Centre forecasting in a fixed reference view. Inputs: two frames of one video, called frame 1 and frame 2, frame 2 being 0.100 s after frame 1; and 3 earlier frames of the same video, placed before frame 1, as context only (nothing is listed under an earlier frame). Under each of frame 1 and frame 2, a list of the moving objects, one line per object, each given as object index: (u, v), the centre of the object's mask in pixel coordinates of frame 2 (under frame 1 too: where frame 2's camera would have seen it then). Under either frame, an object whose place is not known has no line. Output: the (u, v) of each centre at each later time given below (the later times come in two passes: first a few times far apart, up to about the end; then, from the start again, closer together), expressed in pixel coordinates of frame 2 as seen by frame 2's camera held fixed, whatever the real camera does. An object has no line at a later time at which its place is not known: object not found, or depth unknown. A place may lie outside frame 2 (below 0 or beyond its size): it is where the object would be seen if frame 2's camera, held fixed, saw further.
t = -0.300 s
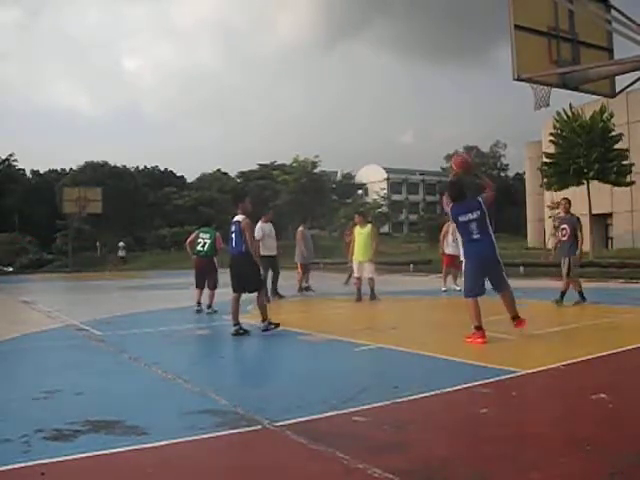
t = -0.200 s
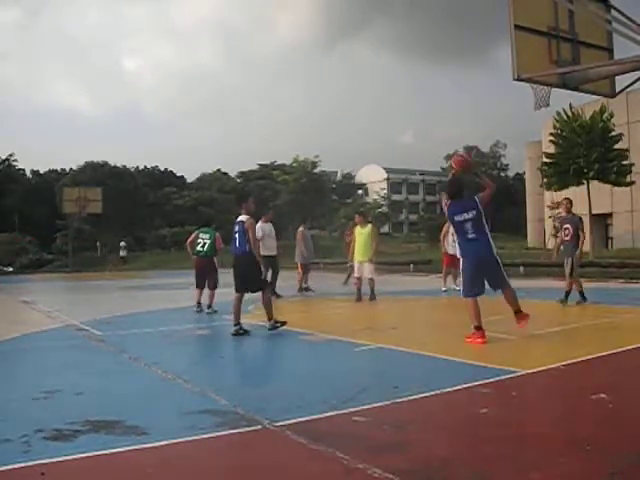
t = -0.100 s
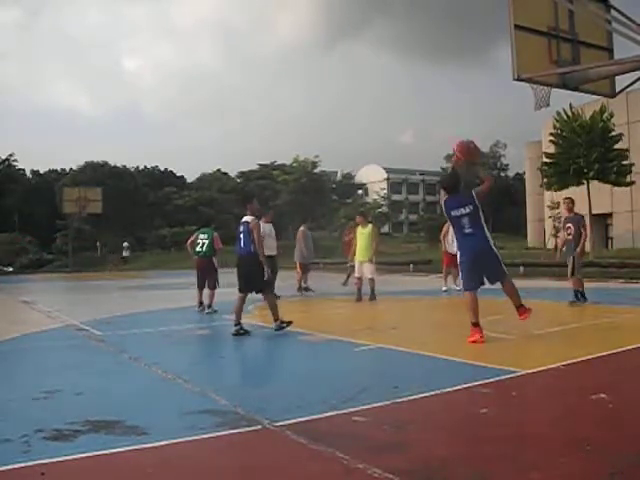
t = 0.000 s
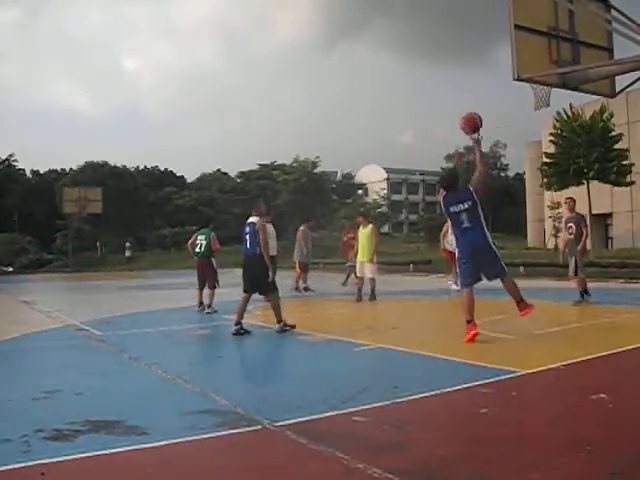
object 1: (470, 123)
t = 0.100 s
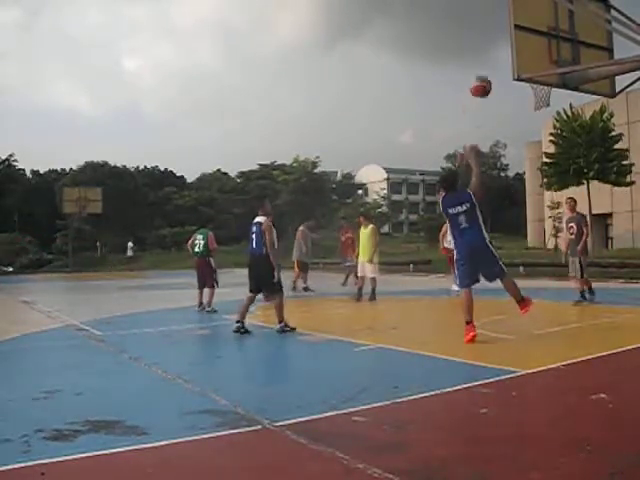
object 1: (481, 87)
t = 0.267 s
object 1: (495, 49)
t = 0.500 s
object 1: (507, 39)
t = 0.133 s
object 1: (484, 77)
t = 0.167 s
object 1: (486, 69)
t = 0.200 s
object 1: (490, 61)
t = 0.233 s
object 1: (492, 54)
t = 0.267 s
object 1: (495, 49)
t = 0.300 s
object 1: (498, 44)
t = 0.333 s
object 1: (501, 41)
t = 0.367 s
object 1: (503, 40)
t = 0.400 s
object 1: (505, 38)
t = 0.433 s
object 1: (506, 38)
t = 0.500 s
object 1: (507, 39)
